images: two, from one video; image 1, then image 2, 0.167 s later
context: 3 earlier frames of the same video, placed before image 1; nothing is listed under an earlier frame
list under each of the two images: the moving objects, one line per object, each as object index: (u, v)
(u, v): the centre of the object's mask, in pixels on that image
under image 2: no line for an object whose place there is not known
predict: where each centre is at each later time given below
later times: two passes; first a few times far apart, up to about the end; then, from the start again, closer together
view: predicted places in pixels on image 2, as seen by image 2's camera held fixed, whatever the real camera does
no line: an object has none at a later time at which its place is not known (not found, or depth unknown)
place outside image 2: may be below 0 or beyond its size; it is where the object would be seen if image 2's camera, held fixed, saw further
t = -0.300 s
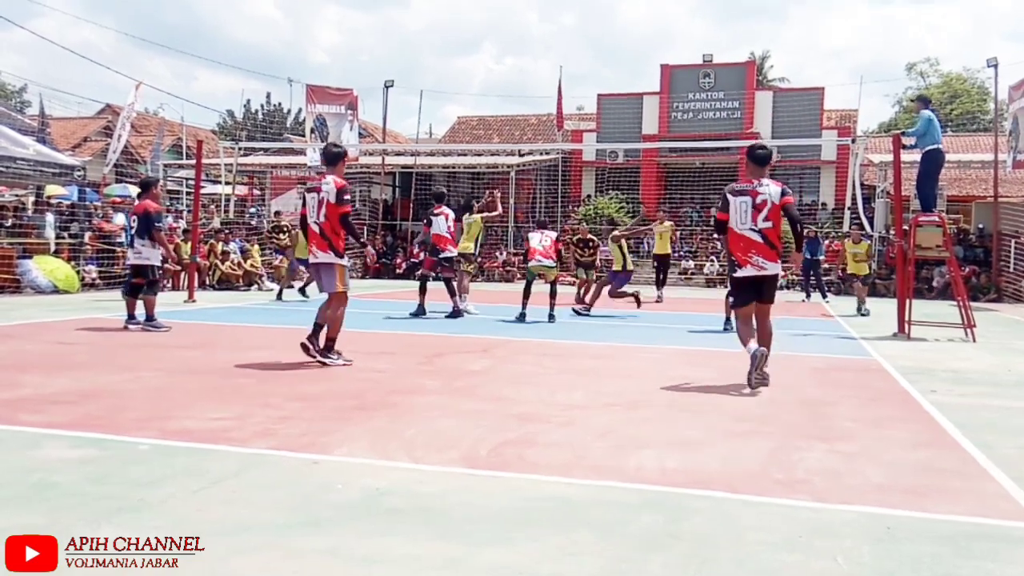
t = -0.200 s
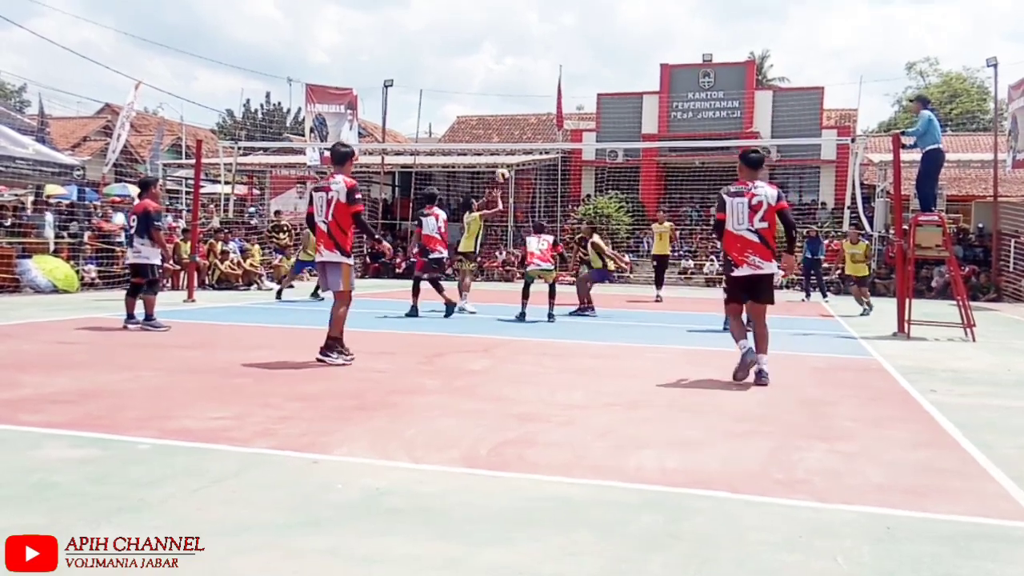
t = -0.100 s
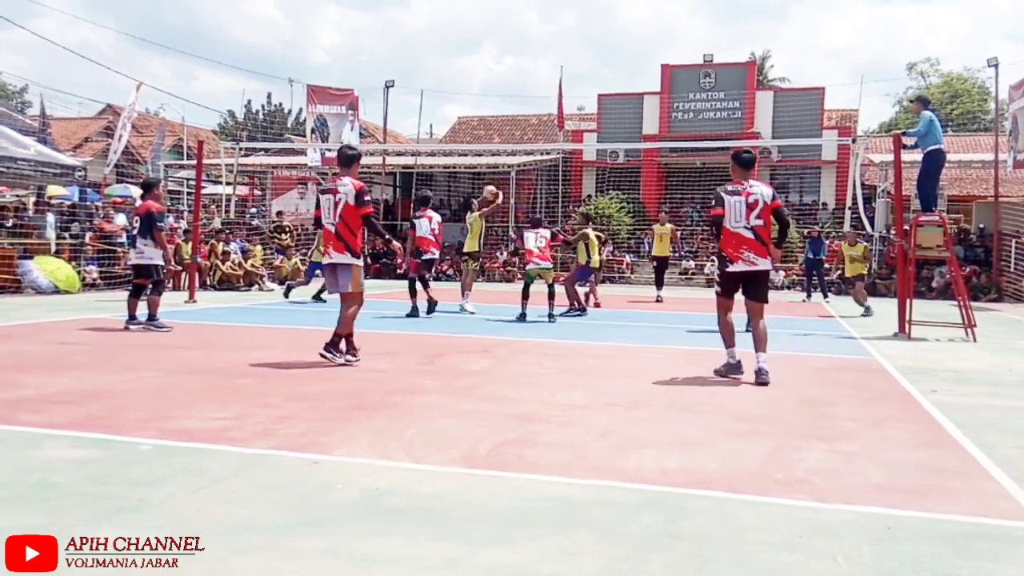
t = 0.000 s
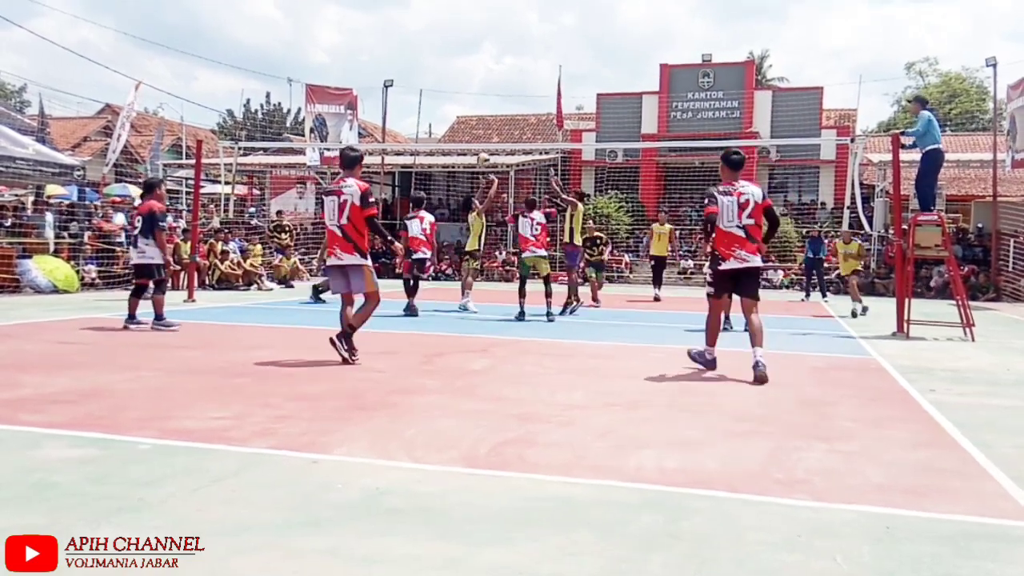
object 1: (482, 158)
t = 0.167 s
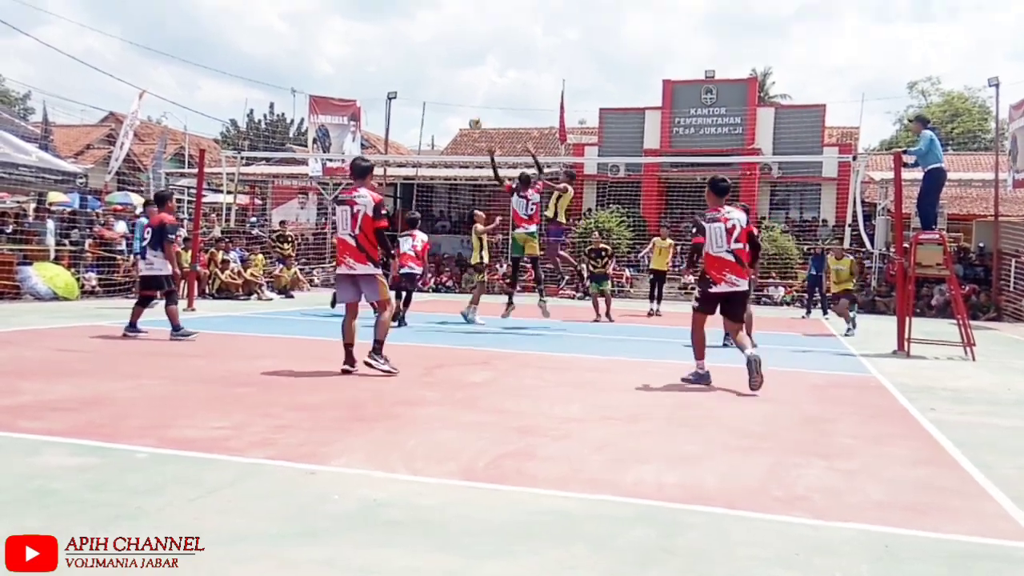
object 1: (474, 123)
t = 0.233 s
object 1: (470, 108)
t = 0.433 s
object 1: (456, 81)
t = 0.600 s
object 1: (445, 80)
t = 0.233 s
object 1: (470, 108)
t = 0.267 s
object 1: (467, 101)
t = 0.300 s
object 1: (465, 96)
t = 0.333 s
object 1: (463, 91)
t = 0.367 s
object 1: (461, 87)
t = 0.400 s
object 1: (459, 84)
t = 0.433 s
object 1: (456, 81)
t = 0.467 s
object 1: (454, 79)
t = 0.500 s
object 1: (452, 78)
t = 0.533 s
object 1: (449, 78)
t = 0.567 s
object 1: (447, 79)
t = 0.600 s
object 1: (445, 80)
